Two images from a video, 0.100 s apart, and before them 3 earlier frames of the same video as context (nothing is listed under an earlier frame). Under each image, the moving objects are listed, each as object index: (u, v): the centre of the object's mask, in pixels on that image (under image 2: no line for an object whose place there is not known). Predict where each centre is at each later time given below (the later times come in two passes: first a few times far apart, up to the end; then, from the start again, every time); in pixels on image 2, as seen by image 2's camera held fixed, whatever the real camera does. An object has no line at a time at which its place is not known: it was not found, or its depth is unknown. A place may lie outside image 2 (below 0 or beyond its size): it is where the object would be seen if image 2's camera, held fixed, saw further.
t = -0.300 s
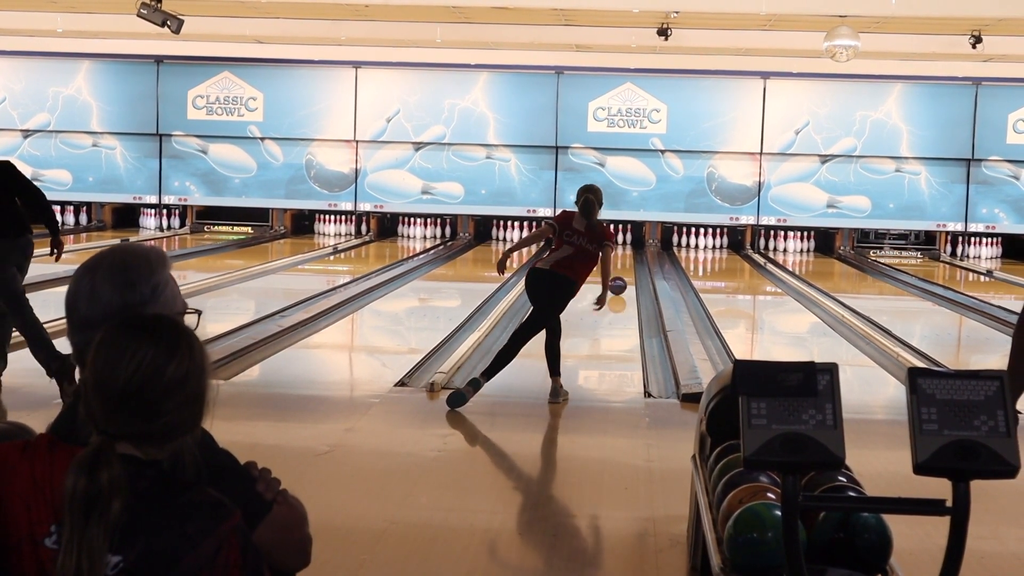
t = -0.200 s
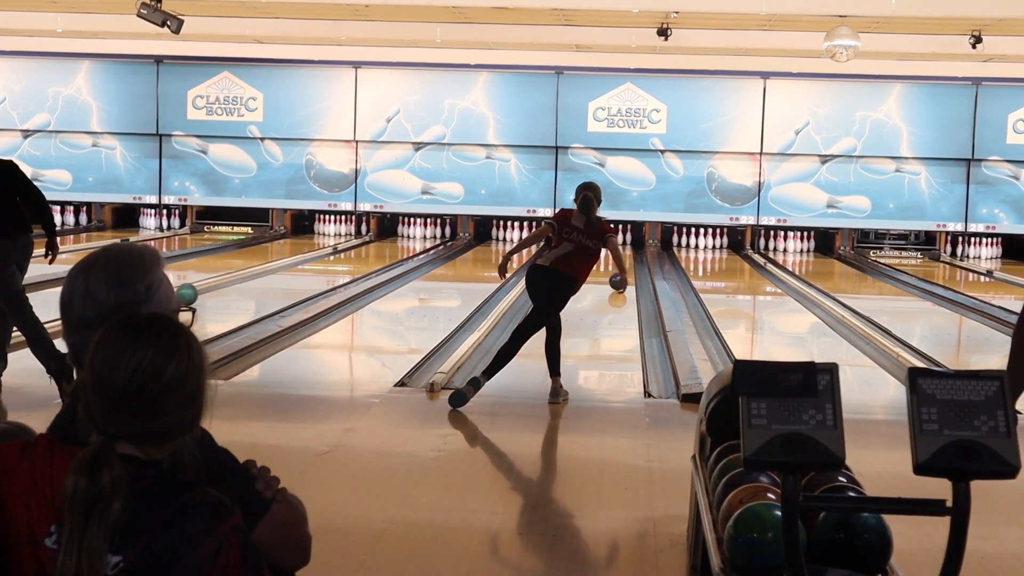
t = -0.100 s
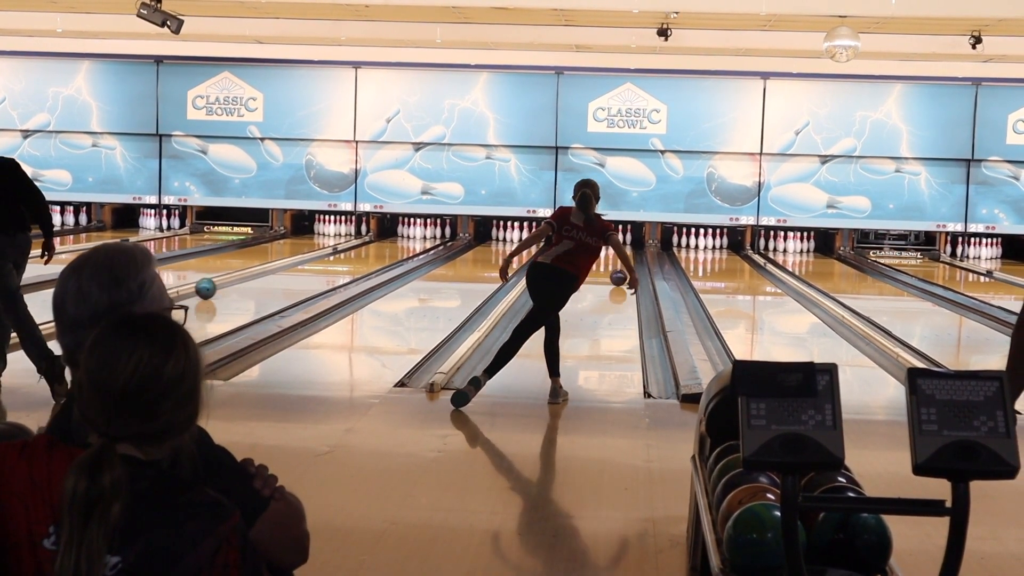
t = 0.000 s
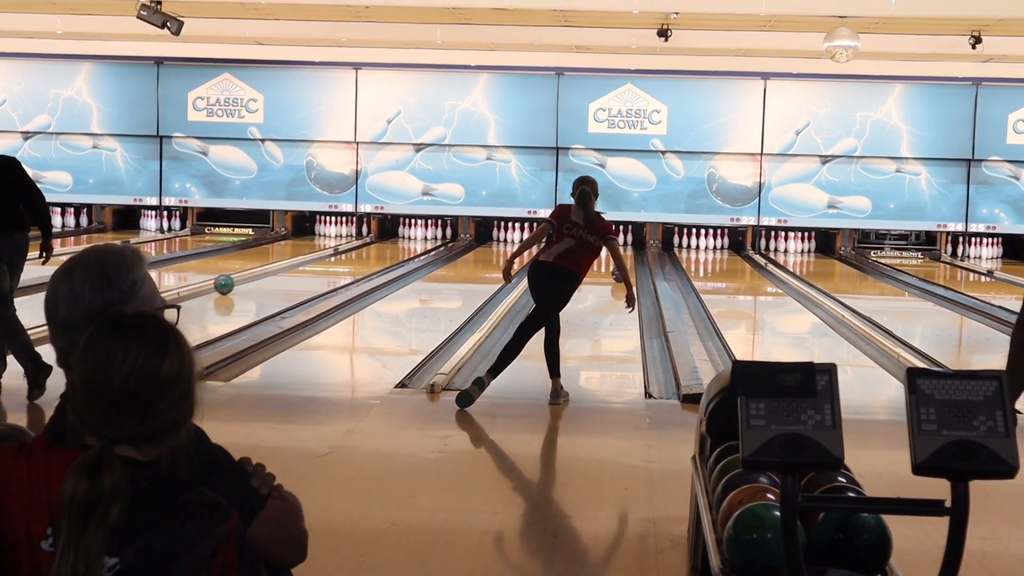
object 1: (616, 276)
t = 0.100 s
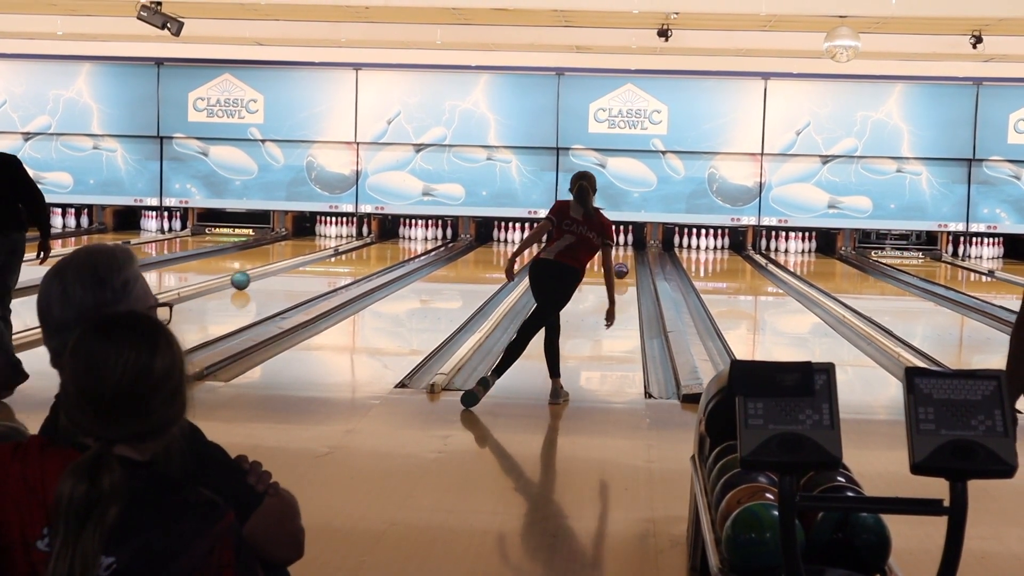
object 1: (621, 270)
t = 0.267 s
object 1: (621, 265)
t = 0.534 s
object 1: (622, 258)
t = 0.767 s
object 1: (622, 253)
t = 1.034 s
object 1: (619, 246)
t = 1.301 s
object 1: (616, 242)
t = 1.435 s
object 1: (617, 240)
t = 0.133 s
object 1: (620, 269)
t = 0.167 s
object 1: (621, 268)
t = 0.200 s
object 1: (621, 267)
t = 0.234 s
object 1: (621, 266)
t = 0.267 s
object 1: (621, 265)
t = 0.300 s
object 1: (621, 265)
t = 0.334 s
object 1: (621, 264)
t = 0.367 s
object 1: (621, 263)
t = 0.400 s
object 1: (622, 262)
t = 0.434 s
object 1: (621, 261)
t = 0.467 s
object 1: (621, 260)
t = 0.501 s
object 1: (622, 259)
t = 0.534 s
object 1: (622, 258)
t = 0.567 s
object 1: (622, 258)
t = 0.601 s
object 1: (622, 257)
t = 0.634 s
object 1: (621, 256)
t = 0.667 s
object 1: (621, 255)
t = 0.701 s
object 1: (621, 254)
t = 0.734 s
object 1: (622, 253)
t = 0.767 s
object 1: (622, 253)
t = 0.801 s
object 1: (621, 252)
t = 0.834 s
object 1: (621, 251)
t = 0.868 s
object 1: (621, 250)
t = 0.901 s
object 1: (620, 250)
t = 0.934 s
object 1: (620, 249)
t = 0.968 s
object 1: (620, 248)
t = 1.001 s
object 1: (619, 247)
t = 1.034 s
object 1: (619, 246)
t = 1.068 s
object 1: (618, 246)
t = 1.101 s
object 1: (618, 245)
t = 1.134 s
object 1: (618, 245)
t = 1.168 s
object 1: (618, 244)
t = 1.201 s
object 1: (617, 244)
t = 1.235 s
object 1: (616, 243)
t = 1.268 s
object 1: (616, 242)
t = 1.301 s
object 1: (616, 242)
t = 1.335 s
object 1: (616, 242)
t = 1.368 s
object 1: (616, 241)
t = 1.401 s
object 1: (617, 241)
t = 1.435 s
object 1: (617, 240)
